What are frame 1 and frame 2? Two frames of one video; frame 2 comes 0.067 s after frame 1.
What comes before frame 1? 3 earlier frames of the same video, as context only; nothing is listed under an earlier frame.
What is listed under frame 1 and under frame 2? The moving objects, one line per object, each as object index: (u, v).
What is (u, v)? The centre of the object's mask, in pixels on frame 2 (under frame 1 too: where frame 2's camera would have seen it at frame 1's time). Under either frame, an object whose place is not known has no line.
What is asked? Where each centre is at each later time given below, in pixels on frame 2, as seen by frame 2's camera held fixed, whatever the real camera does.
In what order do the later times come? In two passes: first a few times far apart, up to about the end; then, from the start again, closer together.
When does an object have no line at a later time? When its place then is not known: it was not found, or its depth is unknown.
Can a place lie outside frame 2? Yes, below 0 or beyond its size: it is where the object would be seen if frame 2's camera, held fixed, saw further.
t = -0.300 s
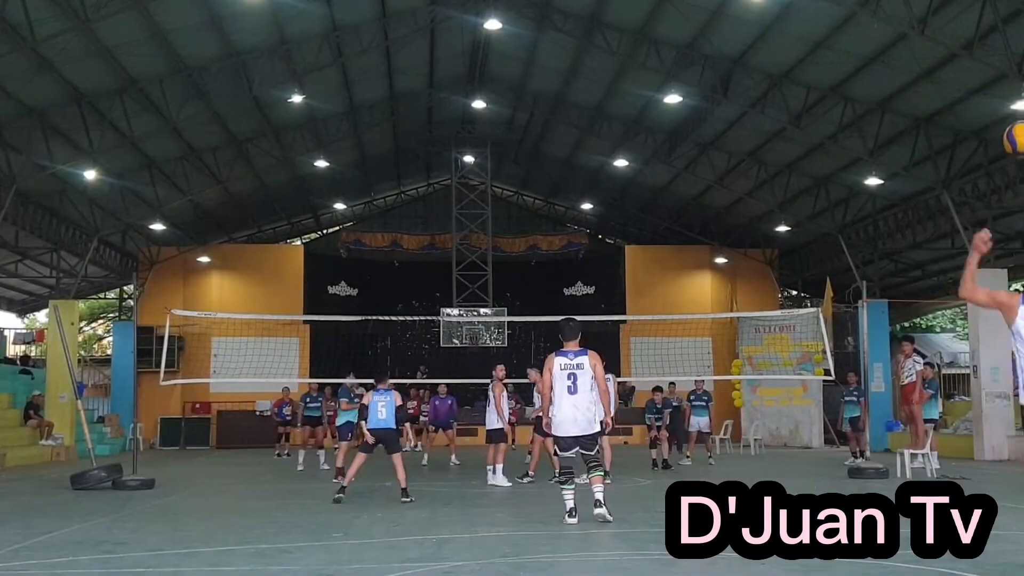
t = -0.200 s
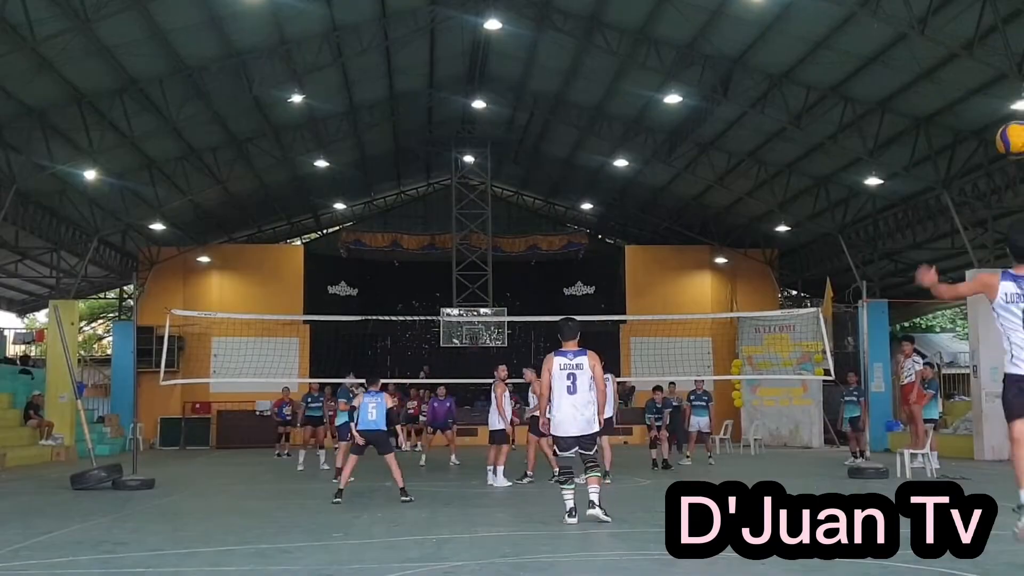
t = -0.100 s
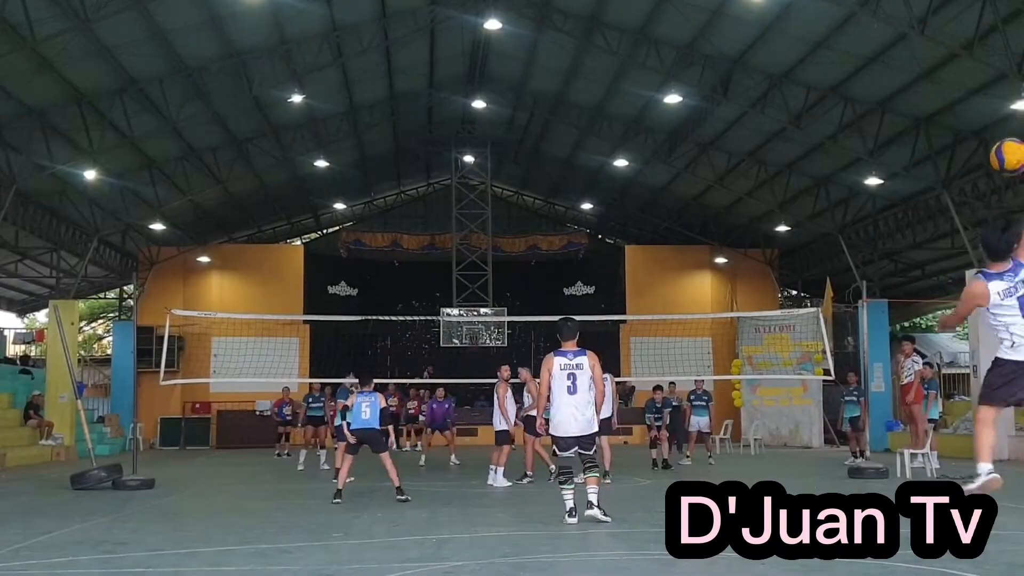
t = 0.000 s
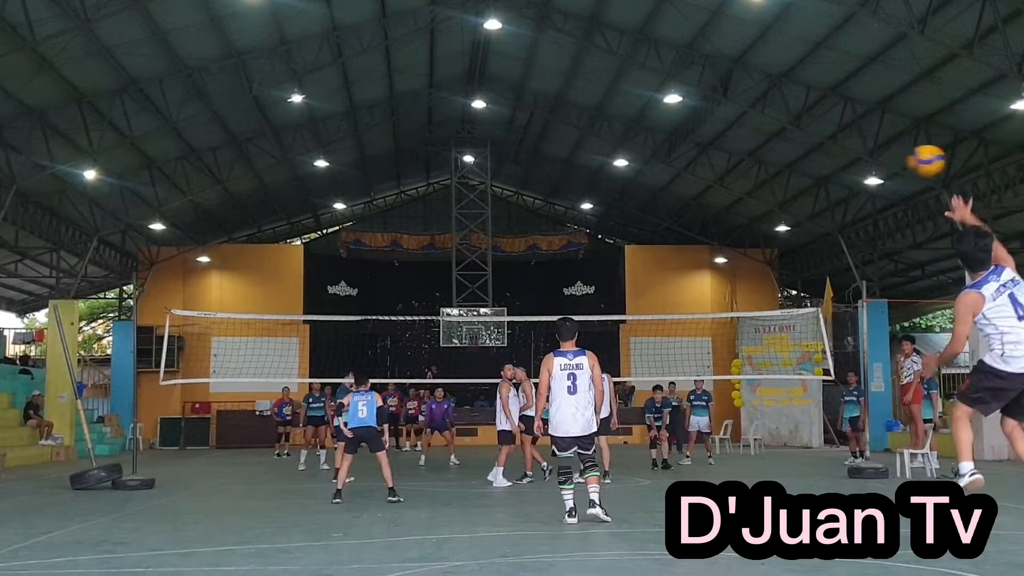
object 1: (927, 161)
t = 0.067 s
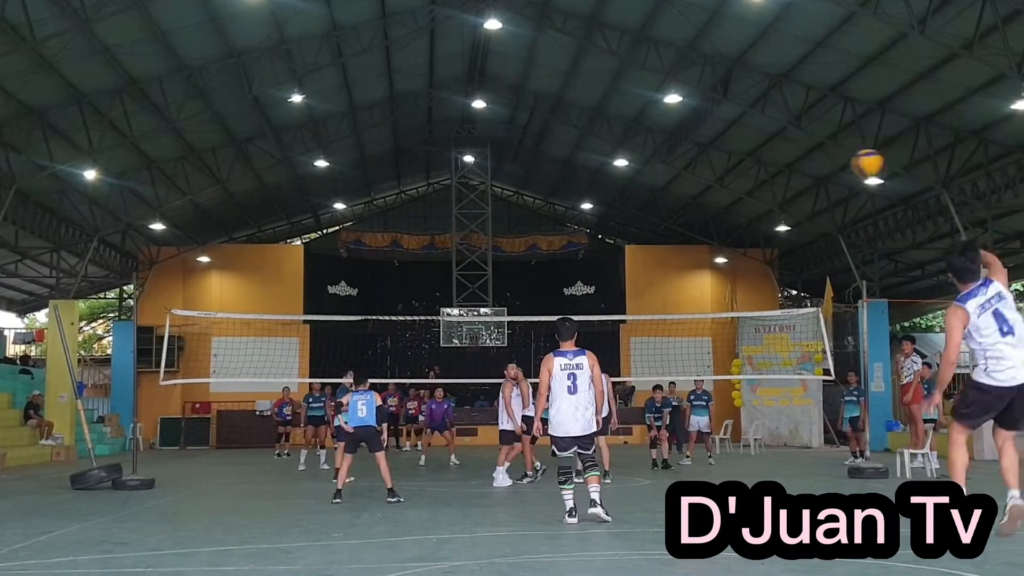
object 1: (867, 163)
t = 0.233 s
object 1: (766, 183)
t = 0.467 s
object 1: (685, 227)
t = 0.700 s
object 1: (636, 285)
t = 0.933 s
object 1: (610, 353)
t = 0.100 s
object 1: (842, 166)
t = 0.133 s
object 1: (820, 170)
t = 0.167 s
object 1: (801, 173)
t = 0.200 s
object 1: (783, 177)
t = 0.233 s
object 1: (766, 183)
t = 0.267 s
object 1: (752, 187)
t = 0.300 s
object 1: (739, 193)
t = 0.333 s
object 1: (726, 200)
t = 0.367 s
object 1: (715, 206)
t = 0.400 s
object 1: (704, 212)
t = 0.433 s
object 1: (694, 219)
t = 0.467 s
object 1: (685, 227)
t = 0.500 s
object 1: (676, 235)
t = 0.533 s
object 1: (668, 243)
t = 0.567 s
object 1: (661, 251)
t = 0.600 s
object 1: (654, 260)
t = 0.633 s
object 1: (648, 268)
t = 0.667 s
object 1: (642, 277)
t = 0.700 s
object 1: (636, 285)
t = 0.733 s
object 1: (632, 295)
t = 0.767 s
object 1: (626, 304)
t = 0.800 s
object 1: (623, 311)
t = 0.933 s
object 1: (610, 353)
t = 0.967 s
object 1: (606, 364)
